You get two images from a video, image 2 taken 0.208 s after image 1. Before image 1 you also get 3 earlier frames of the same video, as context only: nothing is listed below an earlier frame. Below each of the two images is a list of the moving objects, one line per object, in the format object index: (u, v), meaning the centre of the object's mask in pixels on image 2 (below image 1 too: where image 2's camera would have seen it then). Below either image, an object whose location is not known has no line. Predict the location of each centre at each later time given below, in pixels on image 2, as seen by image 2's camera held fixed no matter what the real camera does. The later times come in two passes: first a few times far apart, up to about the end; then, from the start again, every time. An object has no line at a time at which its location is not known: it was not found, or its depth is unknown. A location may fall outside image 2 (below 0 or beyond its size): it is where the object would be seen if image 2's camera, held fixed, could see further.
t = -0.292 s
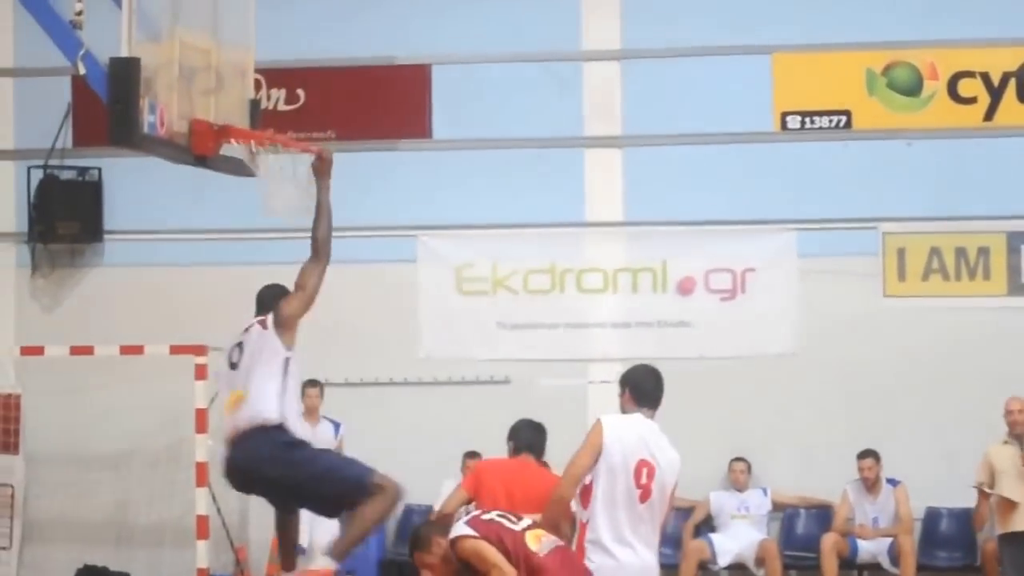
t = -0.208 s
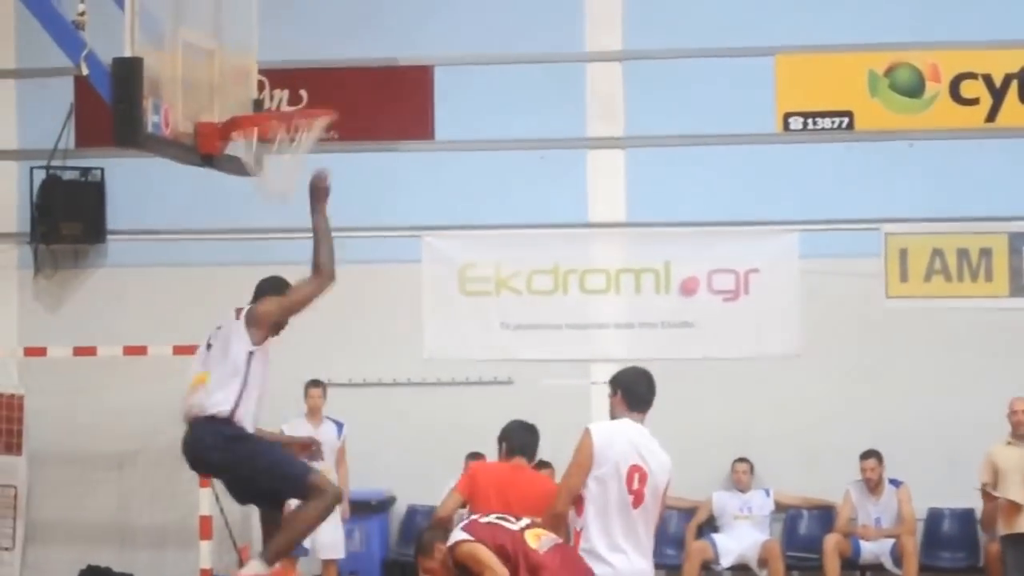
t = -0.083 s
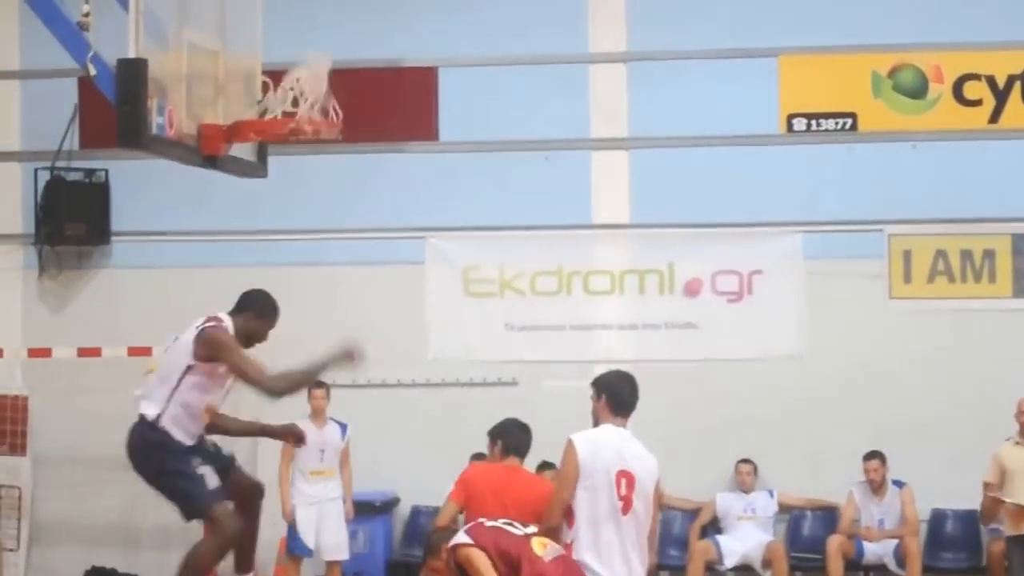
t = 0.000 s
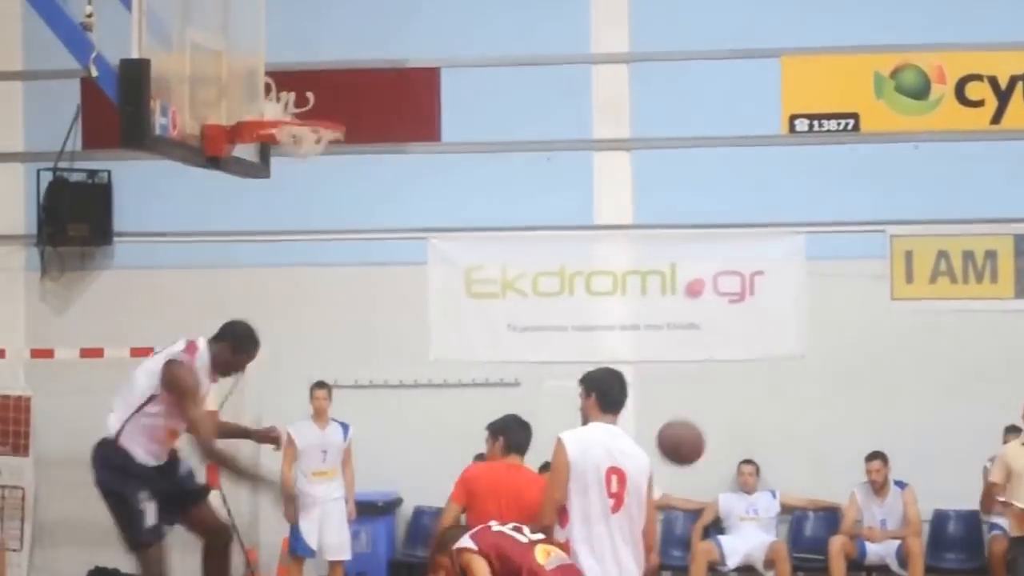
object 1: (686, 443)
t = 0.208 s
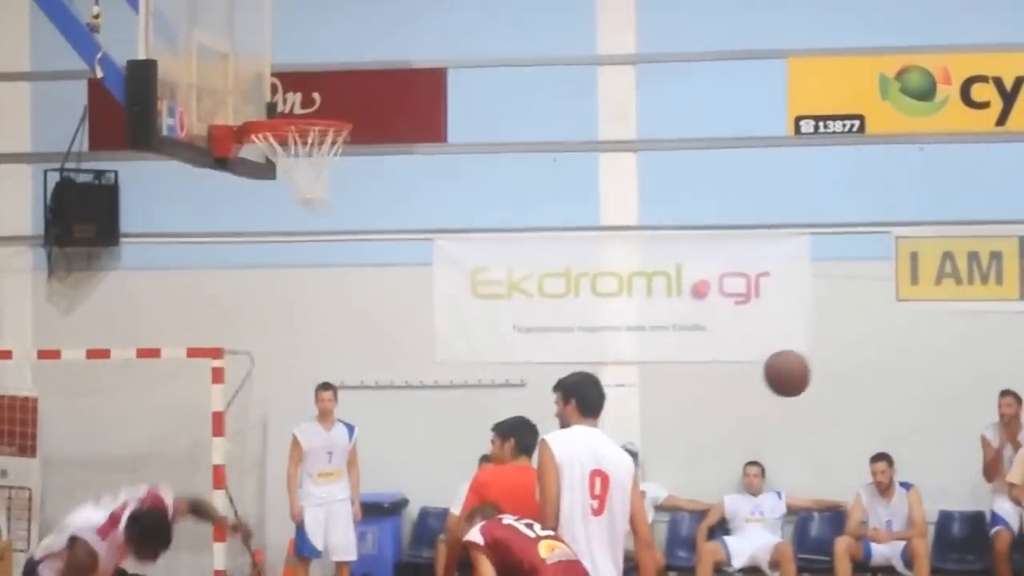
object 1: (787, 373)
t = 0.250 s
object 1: (807, 369)
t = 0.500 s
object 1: (927, 418)
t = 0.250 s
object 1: (807, 369)
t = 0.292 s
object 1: (827, 369)
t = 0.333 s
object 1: (847, 372)
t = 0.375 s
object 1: (867, 378)
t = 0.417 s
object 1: (888, 387)
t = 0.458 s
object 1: (908, 401)
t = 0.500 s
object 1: (927, 418)
